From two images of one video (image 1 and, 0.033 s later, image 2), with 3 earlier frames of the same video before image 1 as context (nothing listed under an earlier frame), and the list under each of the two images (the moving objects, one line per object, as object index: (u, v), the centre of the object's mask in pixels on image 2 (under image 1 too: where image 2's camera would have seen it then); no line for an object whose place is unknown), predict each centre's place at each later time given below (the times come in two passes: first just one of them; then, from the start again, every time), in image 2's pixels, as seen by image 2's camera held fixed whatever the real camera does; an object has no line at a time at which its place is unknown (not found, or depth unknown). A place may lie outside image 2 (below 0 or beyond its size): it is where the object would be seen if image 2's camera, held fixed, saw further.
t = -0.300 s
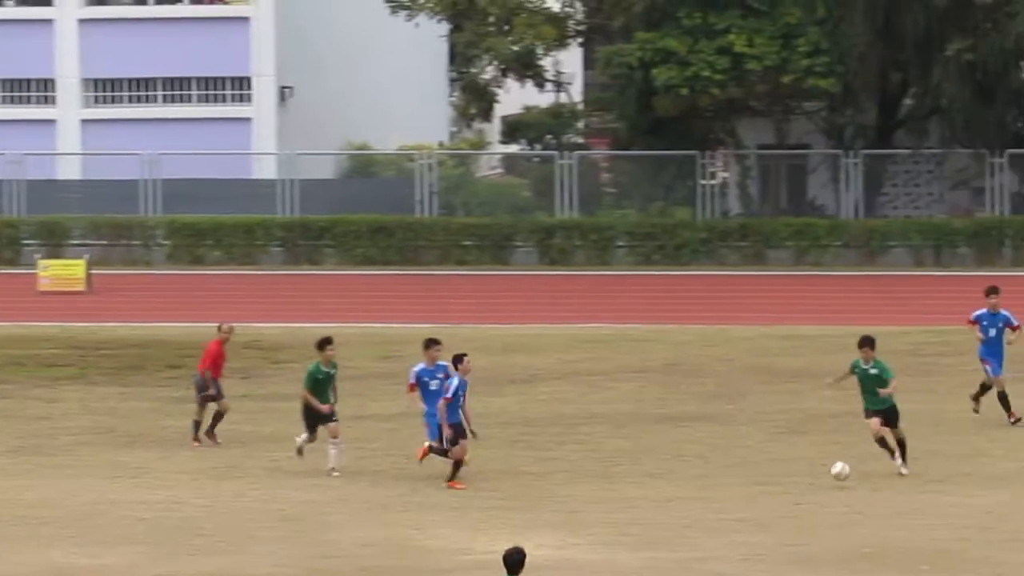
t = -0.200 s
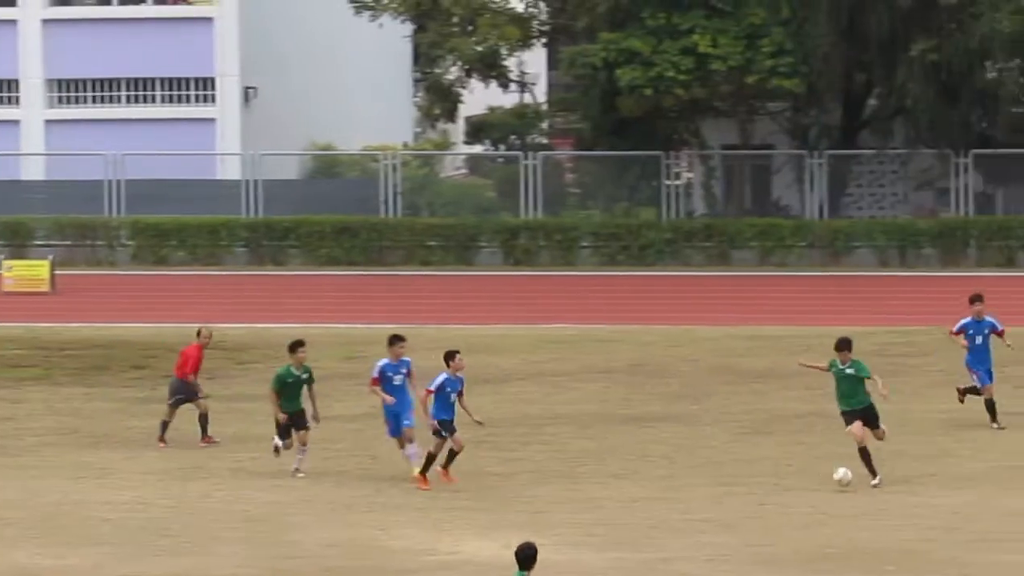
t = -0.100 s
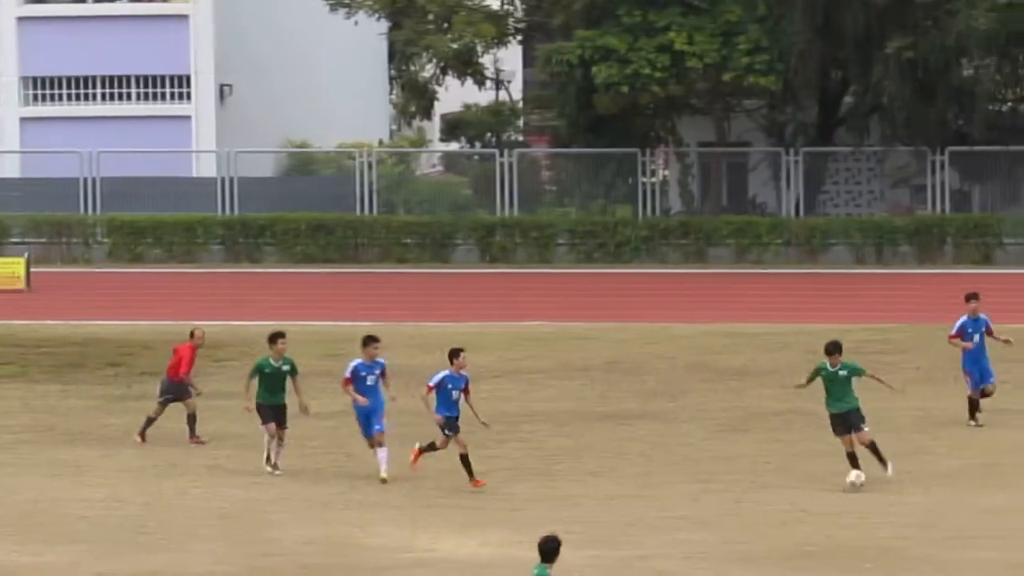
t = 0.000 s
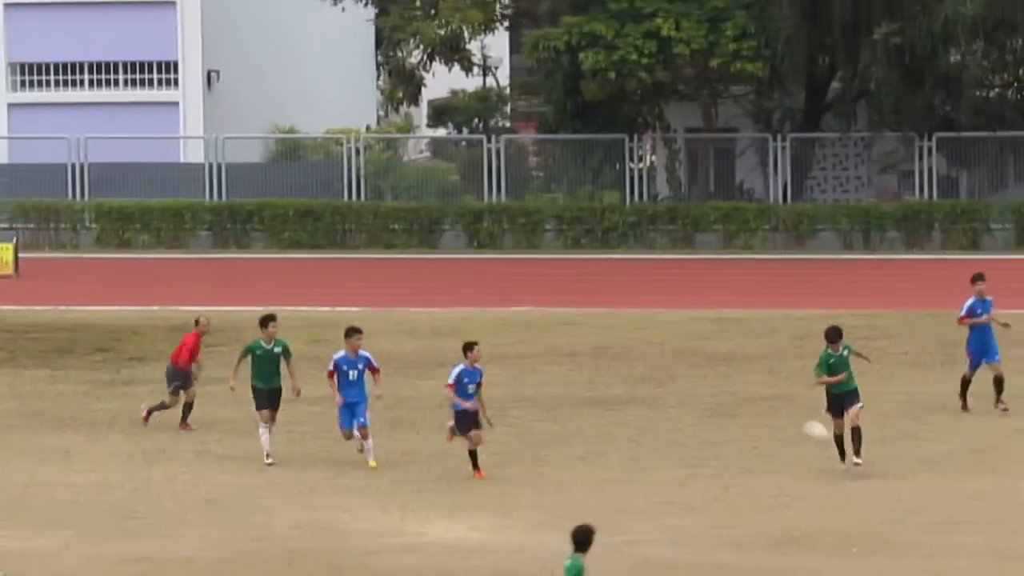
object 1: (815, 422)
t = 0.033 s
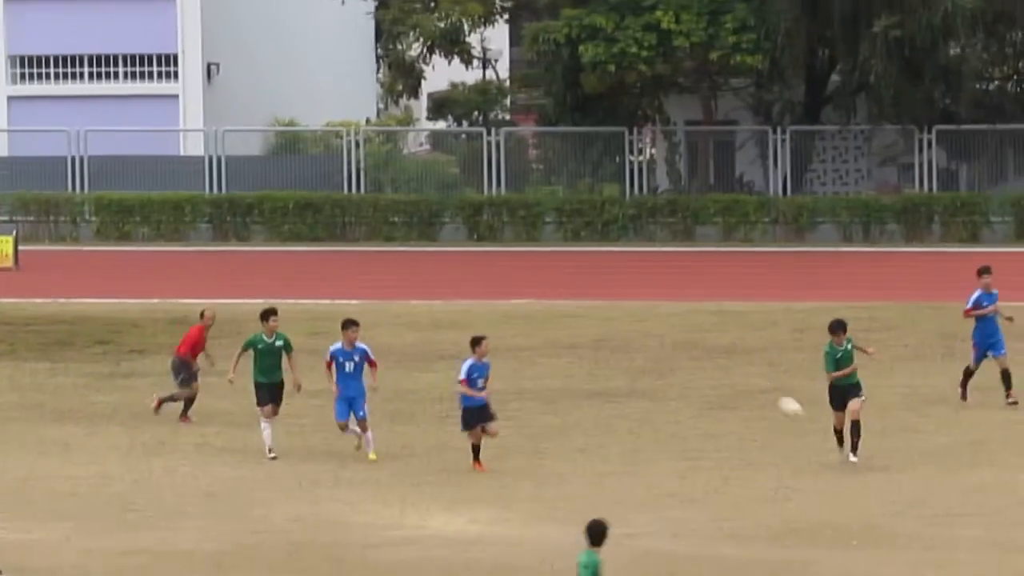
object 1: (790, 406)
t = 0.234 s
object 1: (632, 319)
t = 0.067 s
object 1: (764, 390)
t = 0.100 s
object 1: (738, 375)
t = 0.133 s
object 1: (711, 360)
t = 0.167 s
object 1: (685, 345)
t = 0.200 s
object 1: (659, 333)
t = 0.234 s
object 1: (632, 319)
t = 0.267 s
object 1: (606, 308)
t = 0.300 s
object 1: (579, 296)
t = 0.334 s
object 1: (554, 286)
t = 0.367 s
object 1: (526, 277)
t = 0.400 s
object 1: (500, 268)
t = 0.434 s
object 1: (474, 259)
